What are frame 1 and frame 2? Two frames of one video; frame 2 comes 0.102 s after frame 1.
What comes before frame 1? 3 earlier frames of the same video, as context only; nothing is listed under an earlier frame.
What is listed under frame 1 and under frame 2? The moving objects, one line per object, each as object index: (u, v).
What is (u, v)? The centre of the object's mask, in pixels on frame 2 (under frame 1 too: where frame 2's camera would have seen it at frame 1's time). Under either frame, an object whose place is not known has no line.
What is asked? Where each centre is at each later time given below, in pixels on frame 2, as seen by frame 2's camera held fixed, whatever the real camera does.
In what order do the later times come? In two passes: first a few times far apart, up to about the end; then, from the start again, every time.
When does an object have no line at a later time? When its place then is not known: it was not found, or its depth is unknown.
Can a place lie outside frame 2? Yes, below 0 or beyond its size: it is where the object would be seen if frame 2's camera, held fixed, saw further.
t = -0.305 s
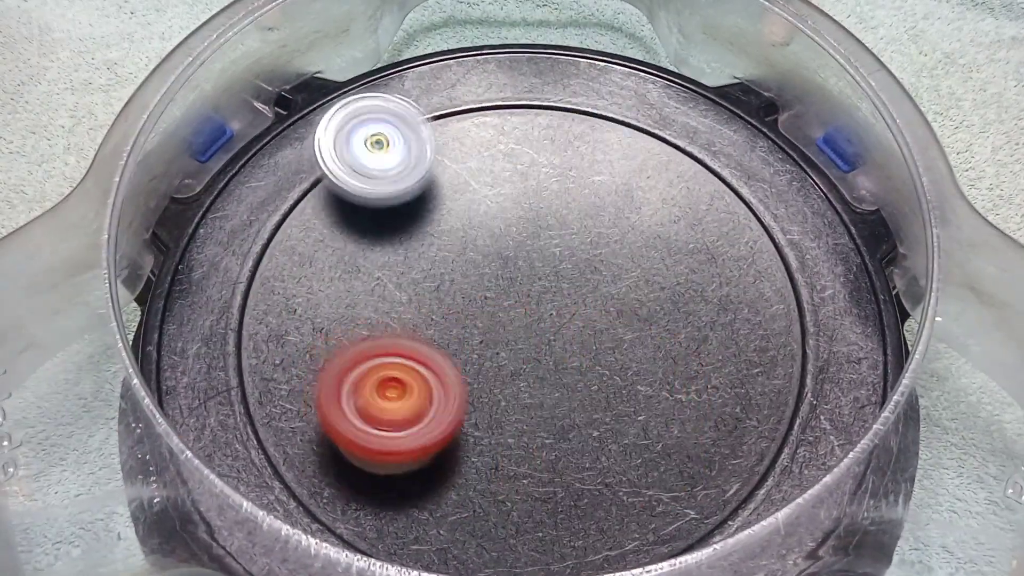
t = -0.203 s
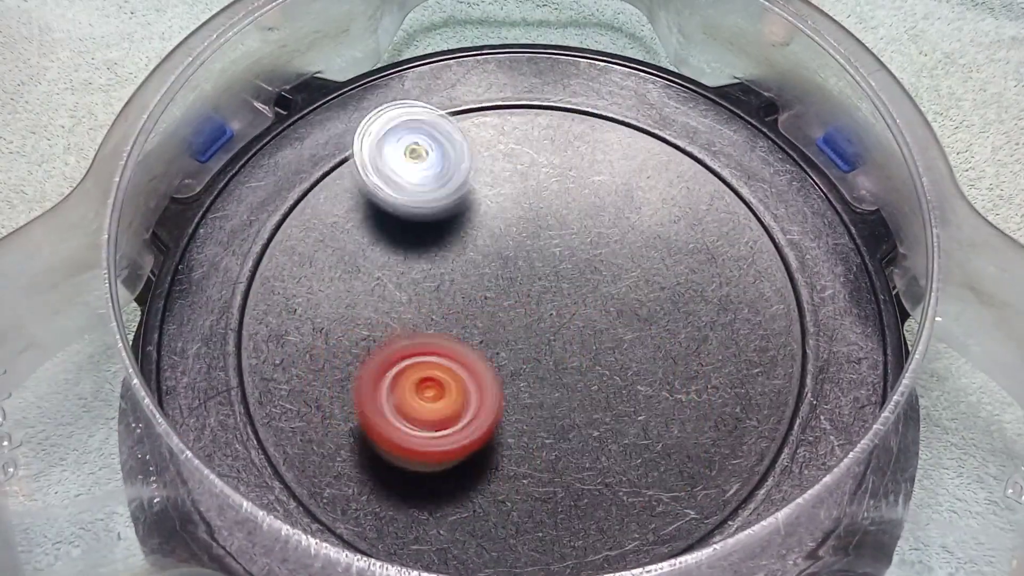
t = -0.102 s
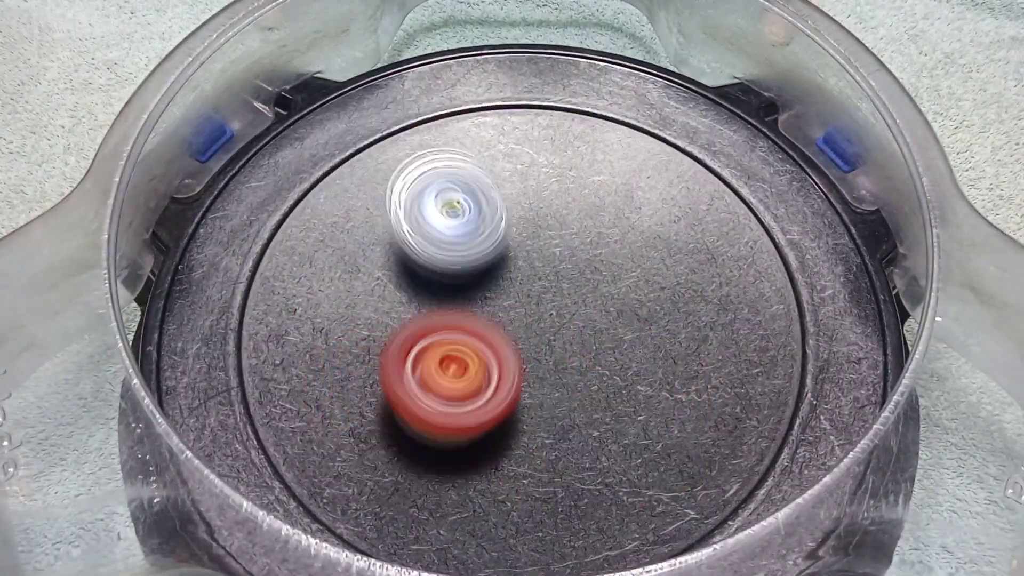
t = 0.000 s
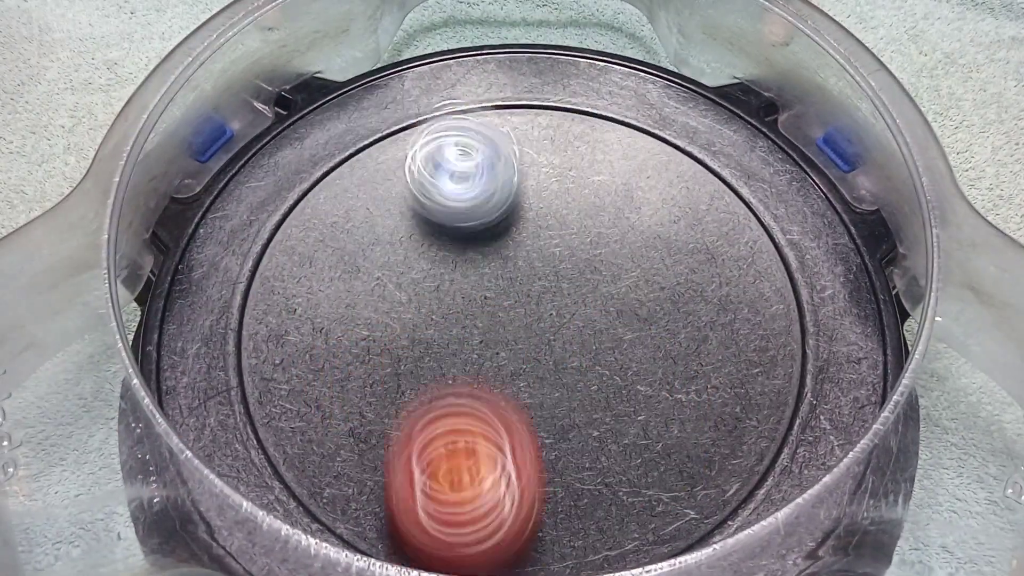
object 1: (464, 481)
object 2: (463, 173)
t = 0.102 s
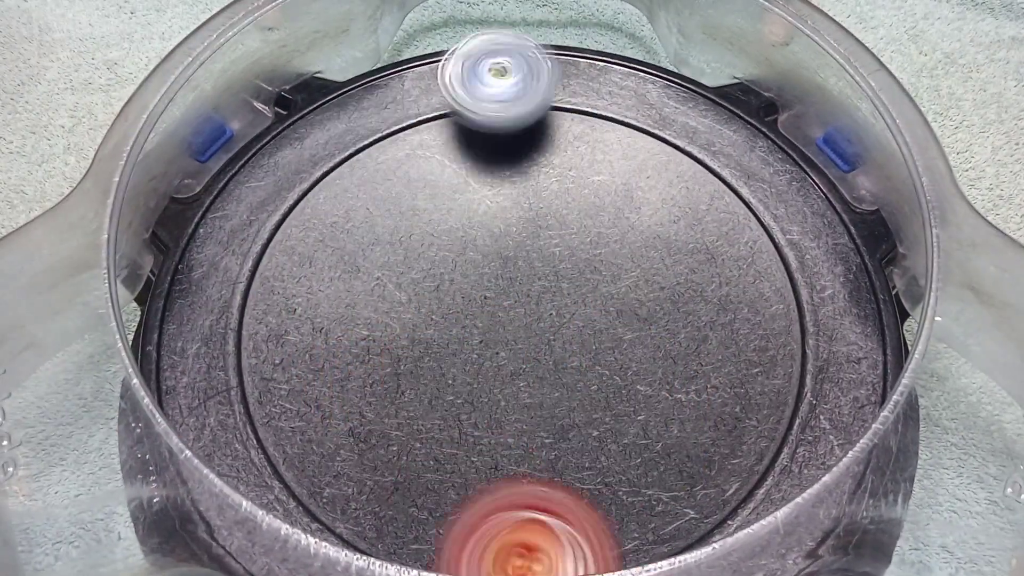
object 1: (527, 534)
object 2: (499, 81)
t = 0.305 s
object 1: (655, 524)
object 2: (629, 170)
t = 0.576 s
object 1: (742, 394)
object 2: (536, 364)
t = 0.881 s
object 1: (621, 229)
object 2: (262, 356)
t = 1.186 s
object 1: (520, 246)
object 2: (228, 202)
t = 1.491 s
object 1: (606, 258)
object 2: (366, 287)
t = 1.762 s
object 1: (594, 260)
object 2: (491, 421)
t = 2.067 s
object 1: (573, 274)
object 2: (541, 515)
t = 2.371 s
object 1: (535, 256)
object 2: (572, 419)
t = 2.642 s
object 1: (407, 210)
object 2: (599, 355)
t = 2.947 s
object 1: (374, 244)
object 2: (637, 261)
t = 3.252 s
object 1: (405, 284)
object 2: (620, 239)
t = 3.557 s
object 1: (434, 414)
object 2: (606, 129)
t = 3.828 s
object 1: (528, 507)
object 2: (675, 156)
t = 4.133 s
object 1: (572, 427)
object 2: (531, 239)
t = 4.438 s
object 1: (523, 286)
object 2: (368, 258)
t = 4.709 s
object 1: (447, 207)
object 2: (330, 266)
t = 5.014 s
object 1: (450, 199)
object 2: (363, 352)
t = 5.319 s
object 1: (514, 247)
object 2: (496, 416)
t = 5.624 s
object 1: (612, 276)
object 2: (608, 453)
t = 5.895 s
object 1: (604, 278)
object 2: (575, 462)
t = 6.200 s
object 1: (586, 238)
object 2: (493, 375)
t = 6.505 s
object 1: (531, 212)
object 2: (431, 298)
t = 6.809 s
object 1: (542, 195)
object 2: (395, 299)
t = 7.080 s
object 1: (548, 245)
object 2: (432, 318)
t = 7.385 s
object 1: (605, 309)
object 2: (439, 376)
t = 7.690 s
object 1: (612, 336)
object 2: (414, 354)
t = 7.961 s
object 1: (565, 347)
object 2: (428, 266)
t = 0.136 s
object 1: (552, 538)
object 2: (519, 83)
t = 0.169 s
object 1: (575, 539)
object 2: (544, 94)
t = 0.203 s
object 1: (598, 539)
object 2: (572, 107)
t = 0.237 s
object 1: (621, 537)
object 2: (594, 123)
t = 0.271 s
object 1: (641, 531)
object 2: (612, 144)
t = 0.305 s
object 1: (655, 524)
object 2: (629, 170)
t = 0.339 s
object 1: (666, 516)
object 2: (638, 195)
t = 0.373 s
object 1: (675, 508)
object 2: (645, 226)
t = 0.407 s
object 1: (682, 500)
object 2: (645, 253)
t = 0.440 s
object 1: (688, 489)
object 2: (640, 283)
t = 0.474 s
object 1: (698, 471)
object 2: (626, 312)
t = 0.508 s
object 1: (703, 448)
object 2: (608, 338)
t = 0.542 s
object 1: (723, 420)
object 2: (577, 352)
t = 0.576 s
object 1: (742, 394)
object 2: (536, 364)
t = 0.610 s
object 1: (750, 368)
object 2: (500, 379)
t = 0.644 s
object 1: (749, 343)
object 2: (470, 388)
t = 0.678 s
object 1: (740, 319)
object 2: (436, 396)
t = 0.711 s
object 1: (728, 297)
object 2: (401, 399)
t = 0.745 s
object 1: (711, 279)
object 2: (370, 399)
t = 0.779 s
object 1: (690, 264)
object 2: (338, 393)
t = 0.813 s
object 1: (669, 250)
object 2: (311, 385)
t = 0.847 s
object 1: (645, 239)
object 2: (282, 372)
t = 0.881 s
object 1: (621, 229)
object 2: (262, 356)
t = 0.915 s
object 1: (593, 223)
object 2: (244, 335)
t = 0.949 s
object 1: (567, 219)
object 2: (240, 316)
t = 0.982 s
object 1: (541, 218)
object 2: (245, 293)
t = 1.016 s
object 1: (514, 217)
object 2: (253, 273)
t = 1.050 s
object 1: (489, 219)
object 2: (267, 253)
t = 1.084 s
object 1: (464, 224)
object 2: (287, 238)
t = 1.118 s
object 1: (452, 229)
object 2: (299, 229)
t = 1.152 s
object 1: (486, 237)
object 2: (263, 215)
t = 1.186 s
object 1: (520, 246)
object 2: (228, 202)
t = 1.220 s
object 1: (551, 255)
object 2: (218, 200)
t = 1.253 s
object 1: (573, 261)
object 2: (232, 203)
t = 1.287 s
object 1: (588, 264)
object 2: (250, 211)
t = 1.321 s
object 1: (598, 264)
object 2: (269, 223)
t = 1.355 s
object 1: (605, 261)
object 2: (285, 231)
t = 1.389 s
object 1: (606, 259)
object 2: (305, 243)
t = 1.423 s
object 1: (606, 259)
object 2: (325, 257)
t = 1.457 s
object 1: (606, 258)
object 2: (346, 271)
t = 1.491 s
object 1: (606, 258)
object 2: (366, 287)
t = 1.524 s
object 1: (605, 257)
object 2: (385, 302)
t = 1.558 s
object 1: (604, 257)
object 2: (404, 318)
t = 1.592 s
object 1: (603, 256)
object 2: (419, 336)
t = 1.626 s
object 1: (602, 256)
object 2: (435, 354)
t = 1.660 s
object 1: (601, 257)
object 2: (450, 371)
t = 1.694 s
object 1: (599, 258)
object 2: (464, 388)
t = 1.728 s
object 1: (597, 259)
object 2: (477, 404)
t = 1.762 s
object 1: (594, 260)
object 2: (491, 421)
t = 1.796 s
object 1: (592, 261)
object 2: (504, 438)
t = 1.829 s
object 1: (589, 263)
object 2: (515, 455)
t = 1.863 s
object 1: (588, 264)
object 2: (525, 470)
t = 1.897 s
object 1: (586, 266)
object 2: (533, 486)
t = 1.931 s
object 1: (583, 267)
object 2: (538, 500)
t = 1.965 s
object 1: (582, 268)
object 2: (541, 508)
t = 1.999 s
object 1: (579, 271)
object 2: (543, 514)
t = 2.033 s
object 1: (576, 272)
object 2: (543, 516)
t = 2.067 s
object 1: (573, 274)
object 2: (541, 515)
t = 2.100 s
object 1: (570, 276)
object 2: (537, 510)
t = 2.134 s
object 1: (567, 278)
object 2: (536, 504)
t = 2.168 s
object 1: (565, 279)
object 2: (535, 490)
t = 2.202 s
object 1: (562, 280)
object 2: (538, 471)
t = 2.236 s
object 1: (558, 282)
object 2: (541, 450)
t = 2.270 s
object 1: (553, 285)
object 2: (546, 430)
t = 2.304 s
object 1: (547, 287)
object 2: (554, 411)
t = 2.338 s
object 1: (542, 276)
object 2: (564, 414)
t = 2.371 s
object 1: (535, 256)
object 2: (572, 419)
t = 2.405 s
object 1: (525, 240)
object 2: (577, 417)
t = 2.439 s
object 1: (510, 228)
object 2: (580, 413)
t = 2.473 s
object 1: (493, 219)
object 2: (582, 407)
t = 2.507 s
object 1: (475, 213)
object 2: (584, 399)
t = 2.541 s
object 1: (457, 210)
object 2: (587, 388)
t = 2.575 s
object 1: (438, 208)
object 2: (590, 378)
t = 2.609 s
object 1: (422, 207)
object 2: (594, 366)
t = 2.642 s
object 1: (407, 210)
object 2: (599, 355)
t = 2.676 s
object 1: (393, 213)
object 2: (603, 343)
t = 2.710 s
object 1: (383, 216)
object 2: (608, 331)
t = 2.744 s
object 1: (376, 221)
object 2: (613, 319)
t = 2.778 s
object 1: (373, 226)
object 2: (619, 308)
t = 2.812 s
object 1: (372, 230)
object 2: (624, 298)
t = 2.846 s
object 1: (371, 235)
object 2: (628, 288)
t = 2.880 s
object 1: (372, 237)
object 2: (631, 278)
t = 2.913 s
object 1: (373, 241)
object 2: (634, 269)
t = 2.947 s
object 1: (374, 244)
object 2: (637, 261)
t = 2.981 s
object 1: (375, 247)
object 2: (641, 254)
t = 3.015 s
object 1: (377, 251)
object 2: (644, 247)
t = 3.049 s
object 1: (378, 253)
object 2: (645, 244)
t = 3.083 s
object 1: (379, 256)
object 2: (646, 242)
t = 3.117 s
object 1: (382, 260)
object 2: (644, 240)
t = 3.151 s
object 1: (386, 265)
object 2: (642, 239)
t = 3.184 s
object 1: (392, 271)
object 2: (636, 239)
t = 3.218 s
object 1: (398, 277)
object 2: (628, 239)
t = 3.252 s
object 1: (405, 284)
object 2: (620, 239)
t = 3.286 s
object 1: (414, 291)
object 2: (607, 238)
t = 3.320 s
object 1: (424, 299)
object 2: (595, 236)
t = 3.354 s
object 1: (436, 305)
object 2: (581, 235)
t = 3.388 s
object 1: (450, 311)
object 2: (568, 234)
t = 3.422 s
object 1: (467, 317)
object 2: (555, 232)
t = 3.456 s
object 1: (467, 336)
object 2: (551, 226)
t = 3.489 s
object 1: (452, 368)
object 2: (571, 183)
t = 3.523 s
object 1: (440, 395)
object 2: (591, 155)
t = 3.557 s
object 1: (434, 414)
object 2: (606, 129)
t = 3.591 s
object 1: (439, 431)
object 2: (620, 112)
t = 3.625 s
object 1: (447, 448)
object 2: (634, 103)
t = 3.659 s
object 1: (458, 465)
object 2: (646, 104)
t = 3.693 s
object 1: (469, 481)
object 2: (657, 109)
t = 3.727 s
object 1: (482, 494)
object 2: (666, 117)
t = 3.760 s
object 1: (497, 502)
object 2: (673, 131)
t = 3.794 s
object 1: (513, 506)
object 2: (676, 144)
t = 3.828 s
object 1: (528, 507)
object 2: (675, 156)
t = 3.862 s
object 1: (542, 506)
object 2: (669, 168)
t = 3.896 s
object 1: (553, 503)
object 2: (660, 179)
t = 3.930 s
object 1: (561, 497)
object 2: (647, 190)
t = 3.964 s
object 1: (567, 487)
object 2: (631, 199)
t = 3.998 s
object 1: (569, 476)
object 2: (613, 209)
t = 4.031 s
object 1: (571, 465)
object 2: (592, 218)
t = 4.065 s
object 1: (572, 452)
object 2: (572, 227)
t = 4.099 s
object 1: (572, 440)
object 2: (551, 234)
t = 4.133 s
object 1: (572, 427)
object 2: (531, 239)
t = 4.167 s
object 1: (571, 411)
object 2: (511, 243)
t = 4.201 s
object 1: (569, 395)
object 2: (492, 247)
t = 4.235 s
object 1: (565, 378)
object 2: (473, 249)
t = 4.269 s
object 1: (560, 362)
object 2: (454, 252)
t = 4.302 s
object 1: (554, 346)
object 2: (436, 253)
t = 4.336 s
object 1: (548, 331)
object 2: (418, 256)
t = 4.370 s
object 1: (540, 315)
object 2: (400, 257)
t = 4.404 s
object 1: (532, 301)
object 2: (384, 258)
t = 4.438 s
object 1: (523, 286)
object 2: (368, 258)
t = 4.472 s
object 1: (514, 273)
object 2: (355, 257)
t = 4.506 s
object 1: (504, 261)
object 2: (343, 257)
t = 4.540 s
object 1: (493, 248)
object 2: (334, 257)
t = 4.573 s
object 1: (482, 238)
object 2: (328, 257)
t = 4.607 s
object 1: (472, 228)
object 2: (323, 258)
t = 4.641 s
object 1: (463, 220)
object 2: (322, 259)
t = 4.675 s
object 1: (455, 213)
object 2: (325, 261)
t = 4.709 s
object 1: (447, 207)
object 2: (330, 266)
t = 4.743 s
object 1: (446, 199)
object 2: (329, 275)
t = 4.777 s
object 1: (445, 194)
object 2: (326, 285)
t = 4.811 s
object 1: (445, 191)
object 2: (326, 294)
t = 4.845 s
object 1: (446, 190)
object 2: (327, 305)
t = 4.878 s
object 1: (446, 191)
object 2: (332, 315)
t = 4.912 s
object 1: (447, 193)
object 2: (337, 323)
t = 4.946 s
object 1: (449, 195)
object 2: (344, 333)
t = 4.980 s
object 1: (449, 197)
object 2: (352, 342)
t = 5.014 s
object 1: (450, 199)
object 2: (363, 352)
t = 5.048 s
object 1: (453, 201)
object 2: (374, 361)
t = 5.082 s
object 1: (454, 205)
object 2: (388, 371)
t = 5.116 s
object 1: (458, 208)
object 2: (401, 379)
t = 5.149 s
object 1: (463, 212)
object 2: (417, 388)
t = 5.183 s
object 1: (470, 218)
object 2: (433, 396)
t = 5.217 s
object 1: (480, 224)
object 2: (449, 403)
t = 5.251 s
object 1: (491, 232)
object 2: (465, 408)
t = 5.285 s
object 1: (502, 239)
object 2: (479, 412)
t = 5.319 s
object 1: (514, 247)
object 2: (496, 416)
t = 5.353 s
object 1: (526, 254)
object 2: (512, 420)
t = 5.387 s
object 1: (537, 261)
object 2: (528, 422)
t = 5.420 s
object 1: (549, 268)
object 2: (542, 421)
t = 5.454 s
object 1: (561, 275)
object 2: (556, 418)
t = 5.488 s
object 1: (573, 281)
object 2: (570, 421)
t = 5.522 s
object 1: (586, 287)
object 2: (583, 419)
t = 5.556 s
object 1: (597, 290)
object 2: (598, 423)
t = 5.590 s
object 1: (606, 283)
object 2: (606, 435)
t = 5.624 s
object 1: (612, 276)
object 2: (608, 453)
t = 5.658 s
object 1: (615, 274)
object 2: (607, 463)
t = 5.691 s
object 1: (615, 274)
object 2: (604, 472)
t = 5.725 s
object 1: (614, 274)
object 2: (603, 478)
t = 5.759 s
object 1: (612, 274)
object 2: (600, 482)
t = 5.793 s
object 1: (610, 275)
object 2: (595, 483)
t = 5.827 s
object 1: (608, 275)
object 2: (591, 480)
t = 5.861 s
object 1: (606, 277)
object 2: (583, 472)
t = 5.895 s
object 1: (604, 278)
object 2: (575, 462)
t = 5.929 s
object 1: (602, 279)
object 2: (570, 448)
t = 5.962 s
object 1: (600, 281)
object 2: (566, 428)
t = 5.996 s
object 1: (597, 281)
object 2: (565, 412)
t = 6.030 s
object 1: (596, 280)
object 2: (559, 402)
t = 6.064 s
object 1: (600, 269)
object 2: (549, 400)
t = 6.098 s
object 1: (604, 256)
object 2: (532, 397)
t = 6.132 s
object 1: (603, 248)
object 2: (517, 390)
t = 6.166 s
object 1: (595, 242)
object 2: (505, 383)
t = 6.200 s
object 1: (586, 238)
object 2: (493, 375)
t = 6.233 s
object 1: (577, 234)
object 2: (481, 365)
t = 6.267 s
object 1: (566, 231)
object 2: (476, 355)
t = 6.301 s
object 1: (555, 229)
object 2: (469, 344)
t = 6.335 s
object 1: (545, 228)
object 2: (467, 328)
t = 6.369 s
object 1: (539, 225)
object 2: (462, 323)
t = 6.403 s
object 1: (536, 222)
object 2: (452, 314)
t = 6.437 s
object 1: (532, 220)
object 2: (446, 307)
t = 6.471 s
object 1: (531, 215)
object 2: (437, 303)
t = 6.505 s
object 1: (531, 212)
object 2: (431, 298)
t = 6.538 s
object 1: (530, 207)
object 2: (429, 292)
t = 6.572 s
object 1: (528, 204)
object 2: (428, 287)
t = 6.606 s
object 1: (527, 203)
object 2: (431, 281)
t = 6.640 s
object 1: (533, 200)
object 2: (426, 284)
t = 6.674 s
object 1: (539, 196)
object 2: (420, 285)
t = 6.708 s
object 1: (542, 193)
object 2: (416, 288)
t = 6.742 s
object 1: (543, 193)
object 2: (406, 293)
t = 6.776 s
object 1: (543, 194)
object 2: (400, 296)
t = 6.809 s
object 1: (542, 195)
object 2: (395, 299)
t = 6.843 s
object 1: (541, 200)
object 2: (391, 303)
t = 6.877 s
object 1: (540, 199)
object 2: (390, 306)
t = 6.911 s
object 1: (540, 202)
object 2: (392, 306)
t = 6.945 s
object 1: (540, 206)
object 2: (396, 308)
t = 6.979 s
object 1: (541, 214)
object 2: (403, 309)
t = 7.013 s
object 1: (543, 224)
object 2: (411, 312)
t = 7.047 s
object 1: (545, 235)
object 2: (419, 315)
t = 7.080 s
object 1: (548, 245)
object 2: (432, 318)
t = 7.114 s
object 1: (555, 256)
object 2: (437, 329)
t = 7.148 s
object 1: (566, 260)
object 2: (433, 337)
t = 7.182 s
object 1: (575, 267)
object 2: (429, 348)
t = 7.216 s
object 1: (582, 275)
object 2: (429, 355)
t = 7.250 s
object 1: (589, 282)
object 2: (430, 362)
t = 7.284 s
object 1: (595, 288)
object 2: (428, 369)
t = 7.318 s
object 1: (600, 296)
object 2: (429, 373)
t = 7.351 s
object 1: (604, 303)
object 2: (431, 375)
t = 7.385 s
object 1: (605, 309)
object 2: (439, 376)
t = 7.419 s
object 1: (606, 314)
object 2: (442, 378)
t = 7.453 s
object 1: (607, 319)
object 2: (449, 377)
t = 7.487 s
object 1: (605, 324)
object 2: (458, 375)
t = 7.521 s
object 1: (603, 328)
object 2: (467, 374)
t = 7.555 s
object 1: (610, 330)
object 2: (461, 377)
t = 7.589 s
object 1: (616, 334)
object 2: (446, 370)
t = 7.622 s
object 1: (616, 336)
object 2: (436, 368)
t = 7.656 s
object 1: (614, 336)
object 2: (422, 359)
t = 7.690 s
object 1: (612, 336)
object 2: (414, 354)
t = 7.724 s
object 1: (610, 336)
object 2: (405, 344)
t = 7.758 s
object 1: (606, 336)
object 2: (401, 331)
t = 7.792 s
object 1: (600, 336)
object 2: (400, 320)
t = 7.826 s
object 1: (591, 337)
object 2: (404, 308)
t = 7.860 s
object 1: (582, 337)
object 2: (410, 299)
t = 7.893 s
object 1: (572, 338)
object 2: (420, 287)
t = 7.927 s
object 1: (559, 340)
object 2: (431, 279)
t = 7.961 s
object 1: (565, 347)
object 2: (428, 266)
